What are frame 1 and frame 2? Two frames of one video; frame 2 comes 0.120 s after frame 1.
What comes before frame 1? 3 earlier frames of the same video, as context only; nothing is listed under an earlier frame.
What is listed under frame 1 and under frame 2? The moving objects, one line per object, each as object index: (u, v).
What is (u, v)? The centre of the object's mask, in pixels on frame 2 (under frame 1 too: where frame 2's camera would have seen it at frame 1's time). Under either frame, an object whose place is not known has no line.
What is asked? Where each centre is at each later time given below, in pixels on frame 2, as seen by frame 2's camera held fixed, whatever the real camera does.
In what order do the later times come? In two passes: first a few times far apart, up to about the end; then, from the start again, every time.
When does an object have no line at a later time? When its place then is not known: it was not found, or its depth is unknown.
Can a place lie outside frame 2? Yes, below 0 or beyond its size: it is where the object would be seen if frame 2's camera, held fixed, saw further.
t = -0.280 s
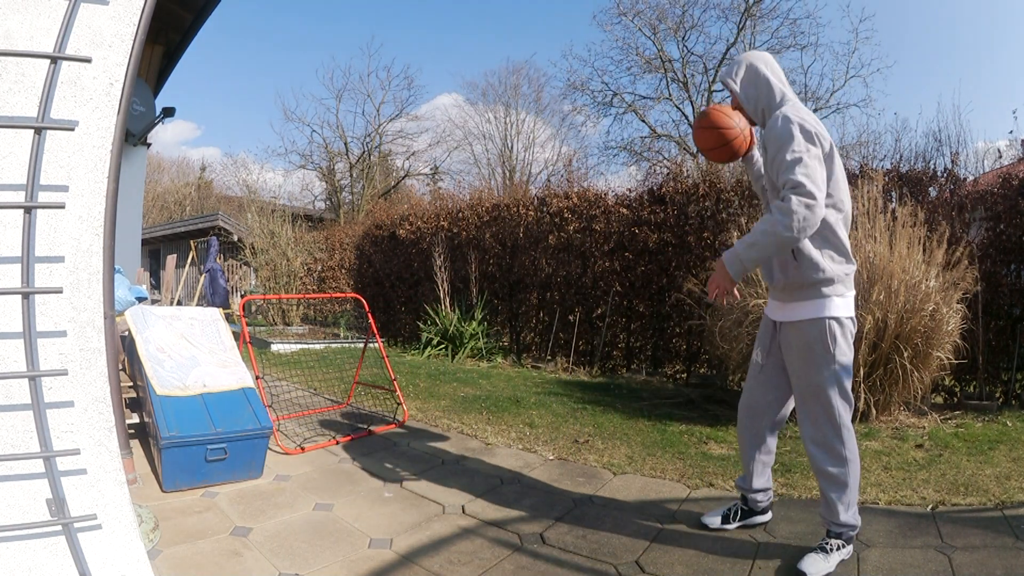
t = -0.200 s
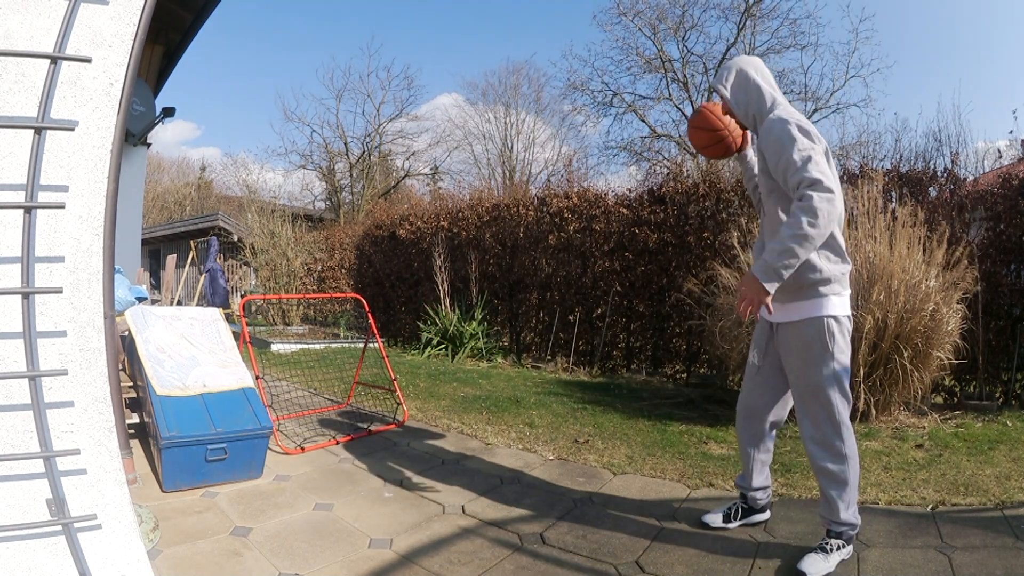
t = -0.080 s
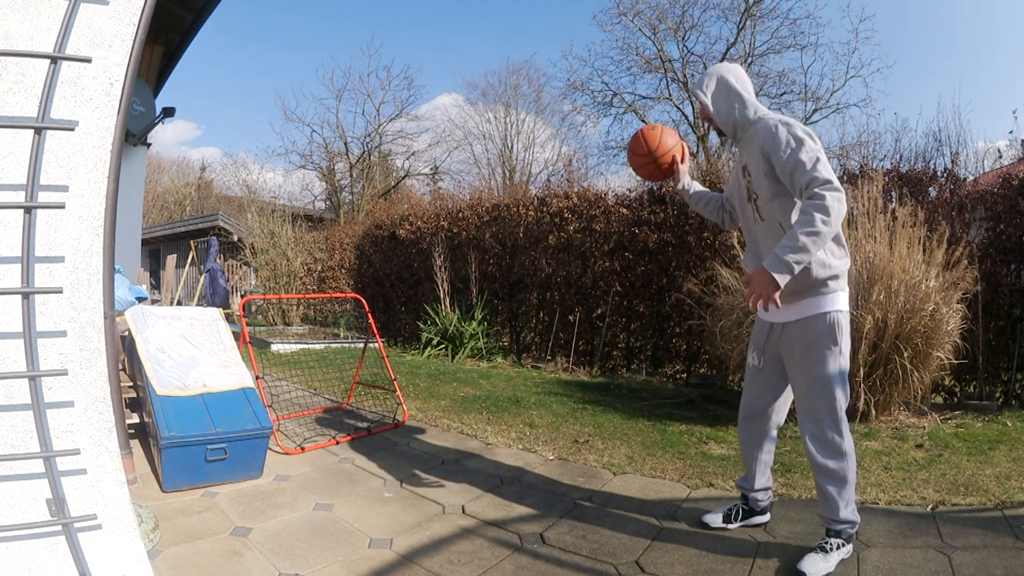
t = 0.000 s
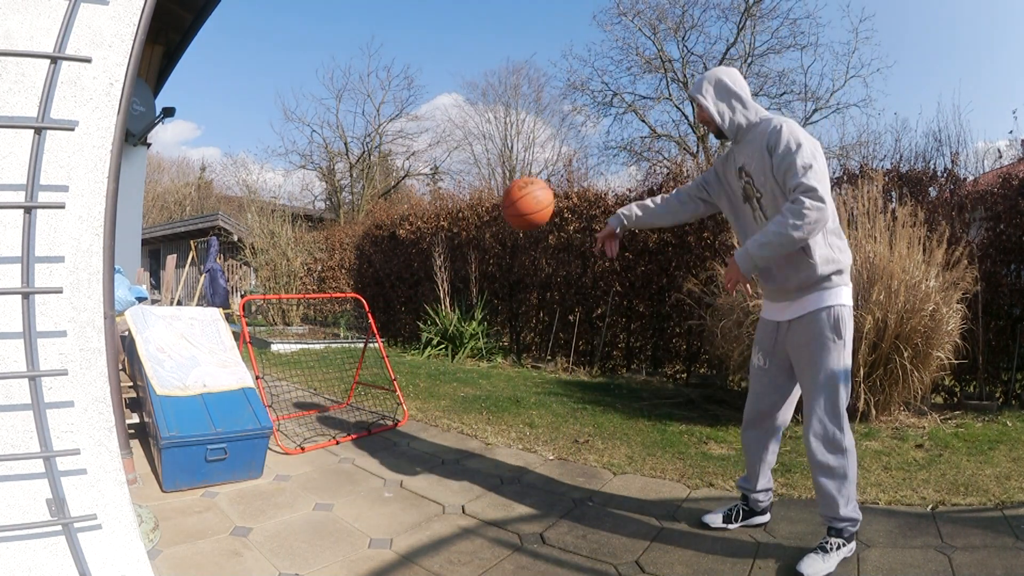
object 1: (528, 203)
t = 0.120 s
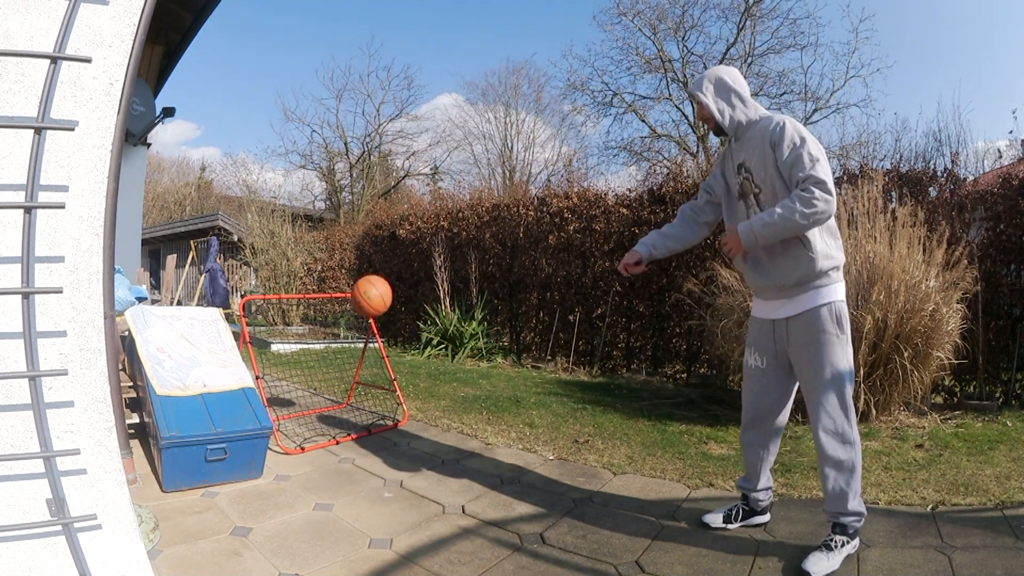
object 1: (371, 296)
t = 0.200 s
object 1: (310, 348)
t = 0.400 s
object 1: (398, 325)
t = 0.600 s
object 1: (592, 367)
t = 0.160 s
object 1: (335, 323)
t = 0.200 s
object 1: (310, 348)
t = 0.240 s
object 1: (315, 348)
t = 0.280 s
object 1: (332, 340)
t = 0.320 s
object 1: (351, 333)
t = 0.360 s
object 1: (373, 328)
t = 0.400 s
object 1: (398, 325)
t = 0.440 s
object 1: (427, 325)
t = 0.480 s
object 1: (461, 328)
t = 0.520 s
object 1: (500, 336)
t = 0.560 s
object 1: (543, 349)
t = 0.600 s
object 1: (592, 367)
